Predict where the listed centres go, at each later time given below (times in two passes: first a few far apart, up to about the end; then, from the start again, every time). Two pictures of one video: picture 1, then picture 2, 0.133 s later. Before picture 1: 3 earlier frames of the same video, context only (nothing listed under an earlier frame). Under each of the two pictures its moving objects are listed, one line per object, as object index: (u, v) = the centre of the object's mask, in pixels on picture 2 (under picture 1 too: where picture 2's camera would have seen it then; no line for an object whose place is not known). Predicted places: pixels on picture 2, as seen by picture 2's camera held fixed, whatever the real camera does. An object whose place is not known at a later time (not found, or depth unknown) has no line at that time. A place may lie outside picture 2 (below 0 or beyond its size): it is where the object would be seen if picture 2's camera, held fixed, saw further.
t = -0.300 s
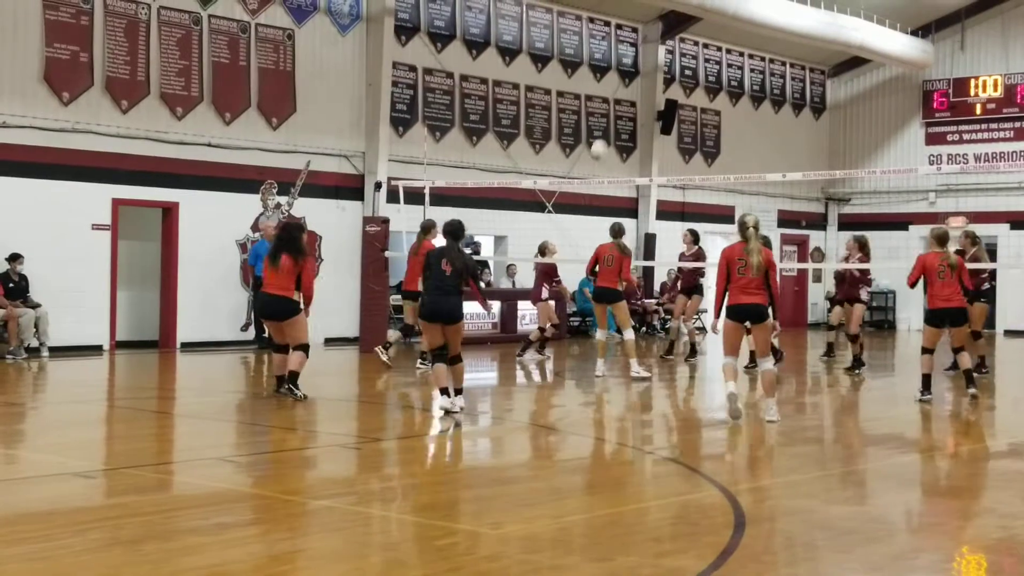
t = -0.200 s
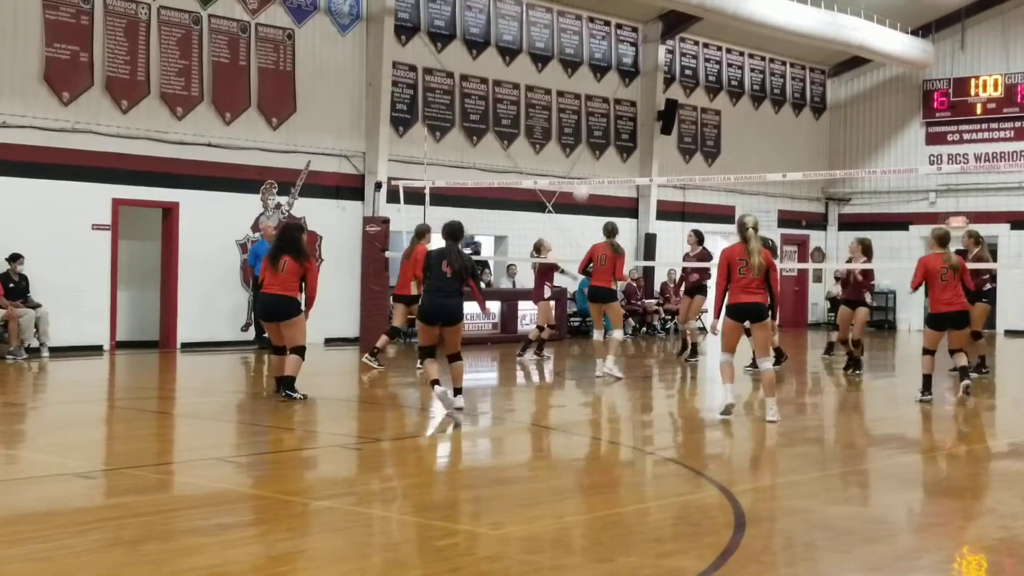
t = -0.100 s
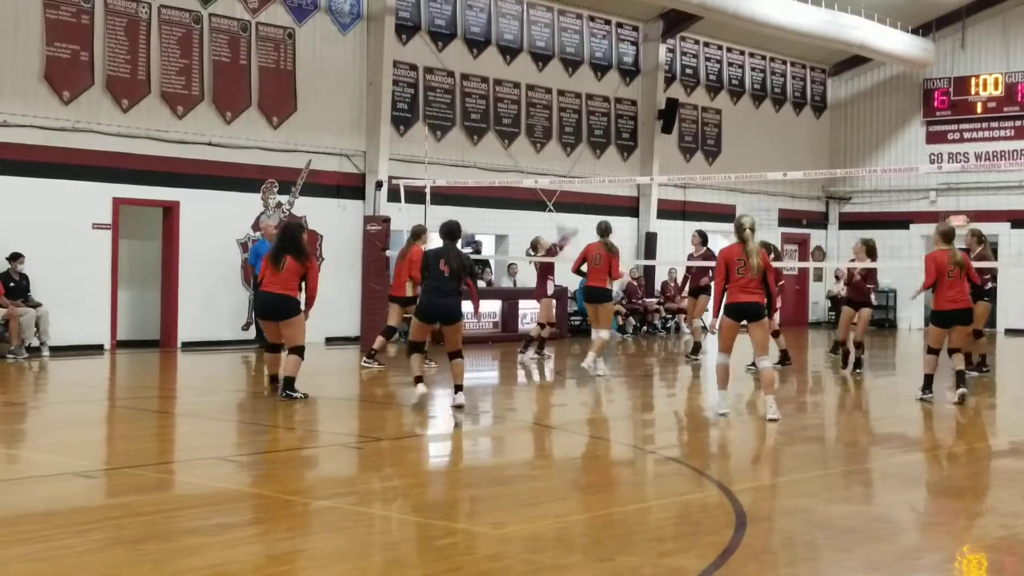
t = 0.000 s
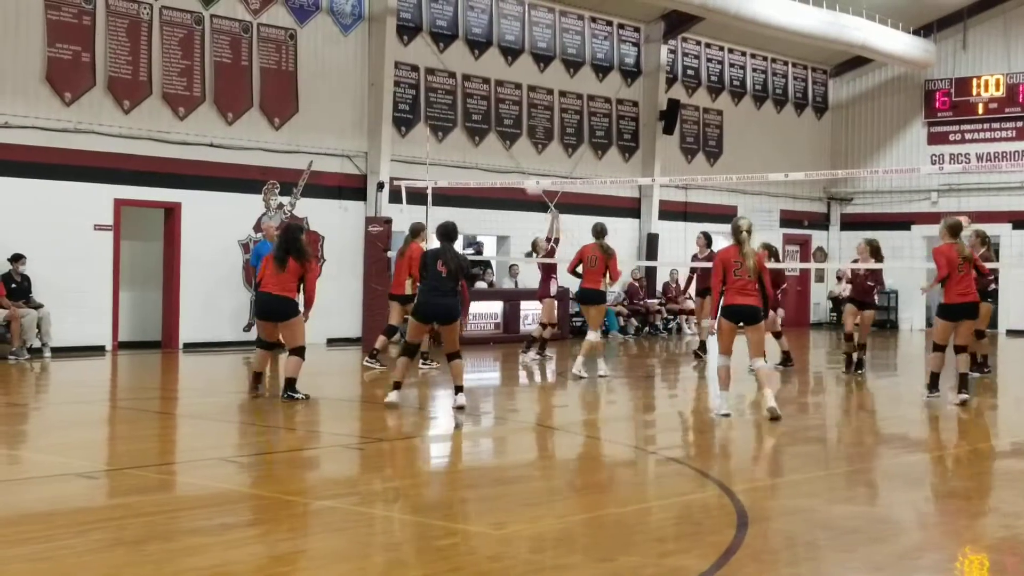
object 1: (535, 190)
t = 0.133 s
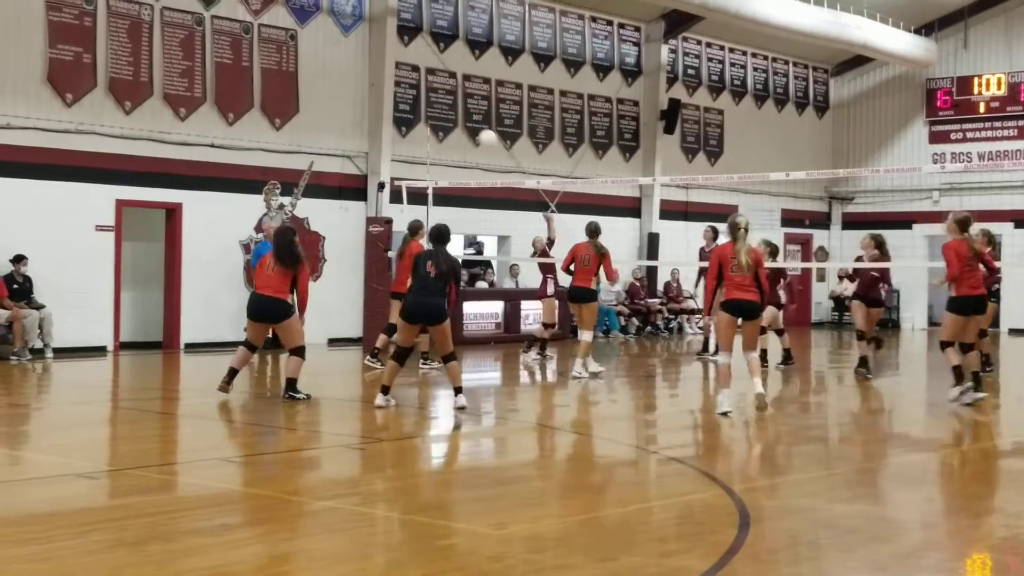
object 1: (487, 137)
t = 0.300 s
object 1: (423, 96)
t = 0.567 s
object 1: (314, 78)
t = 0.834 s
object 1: (193, 135)
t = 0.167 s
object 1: (476, 129)
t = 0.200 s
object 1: (463, 119)
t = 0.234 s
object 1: (450, 110)
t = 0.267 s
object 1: (437, 104)
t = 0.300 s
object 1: (423, 96)
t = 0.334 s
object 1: (410, 91)
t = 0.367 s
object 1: (398, 85)
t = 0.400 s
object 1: (384, 82)
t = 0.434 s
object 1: (371, 79)
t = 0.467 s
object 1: (357, 77)
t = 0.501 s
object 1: (342, 77)
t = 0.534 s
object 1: (328, 77)
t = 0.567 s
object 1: (314, 78)
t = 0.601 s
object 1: (299, 81)
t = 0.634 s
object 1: (285, 86)
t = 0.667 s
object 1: (270, 90)
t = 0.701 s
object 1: (255, 97)
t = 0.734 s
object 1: (239, 104)
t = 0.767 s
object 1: (225, 111)
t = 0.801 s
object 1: (208, 123)
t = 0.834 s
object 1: (193, 135)
